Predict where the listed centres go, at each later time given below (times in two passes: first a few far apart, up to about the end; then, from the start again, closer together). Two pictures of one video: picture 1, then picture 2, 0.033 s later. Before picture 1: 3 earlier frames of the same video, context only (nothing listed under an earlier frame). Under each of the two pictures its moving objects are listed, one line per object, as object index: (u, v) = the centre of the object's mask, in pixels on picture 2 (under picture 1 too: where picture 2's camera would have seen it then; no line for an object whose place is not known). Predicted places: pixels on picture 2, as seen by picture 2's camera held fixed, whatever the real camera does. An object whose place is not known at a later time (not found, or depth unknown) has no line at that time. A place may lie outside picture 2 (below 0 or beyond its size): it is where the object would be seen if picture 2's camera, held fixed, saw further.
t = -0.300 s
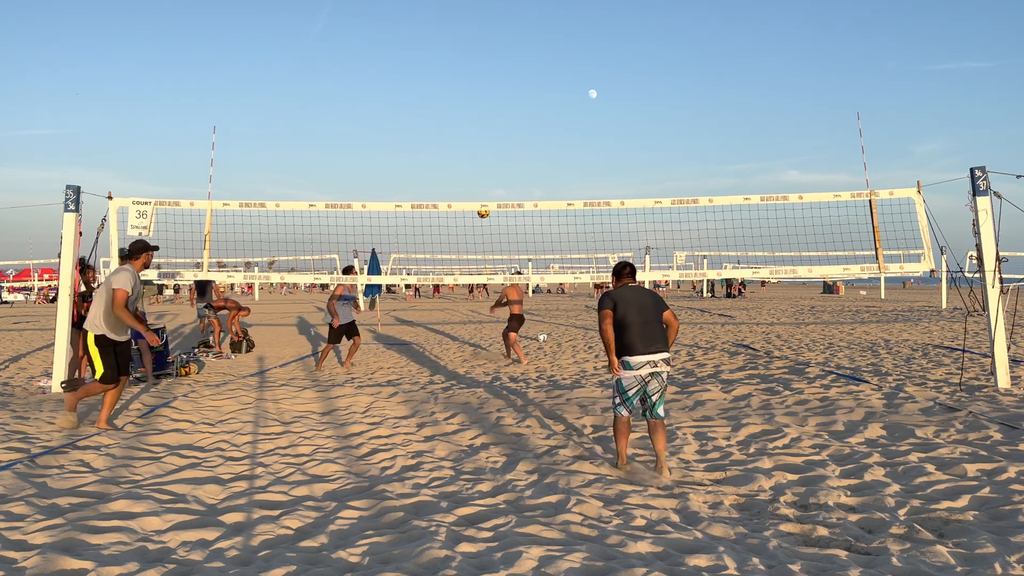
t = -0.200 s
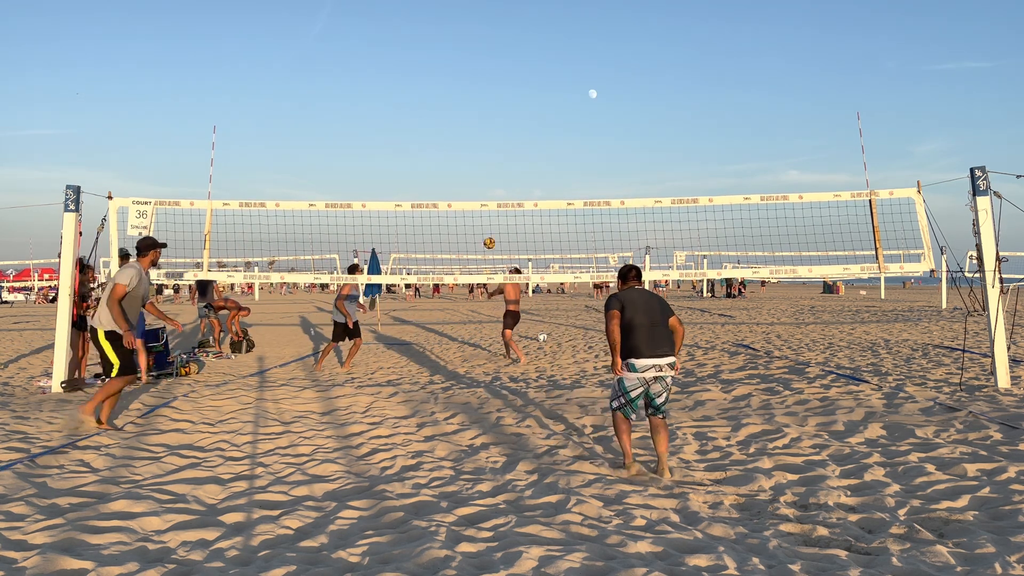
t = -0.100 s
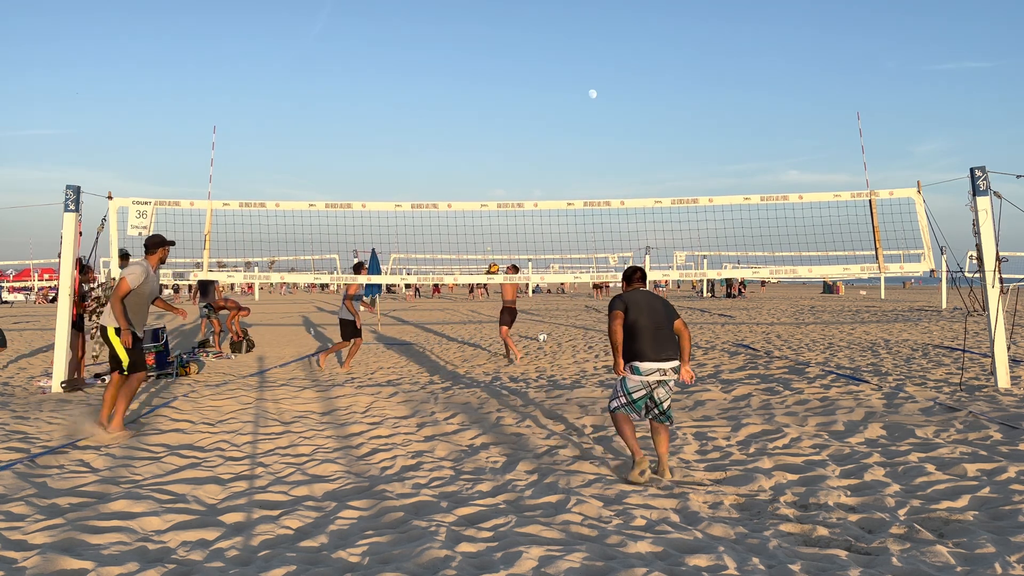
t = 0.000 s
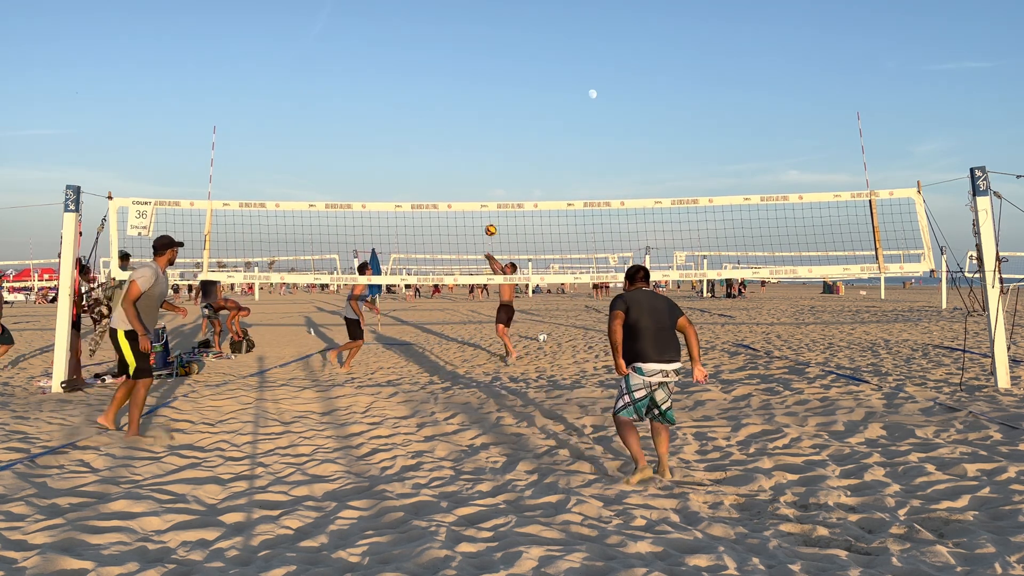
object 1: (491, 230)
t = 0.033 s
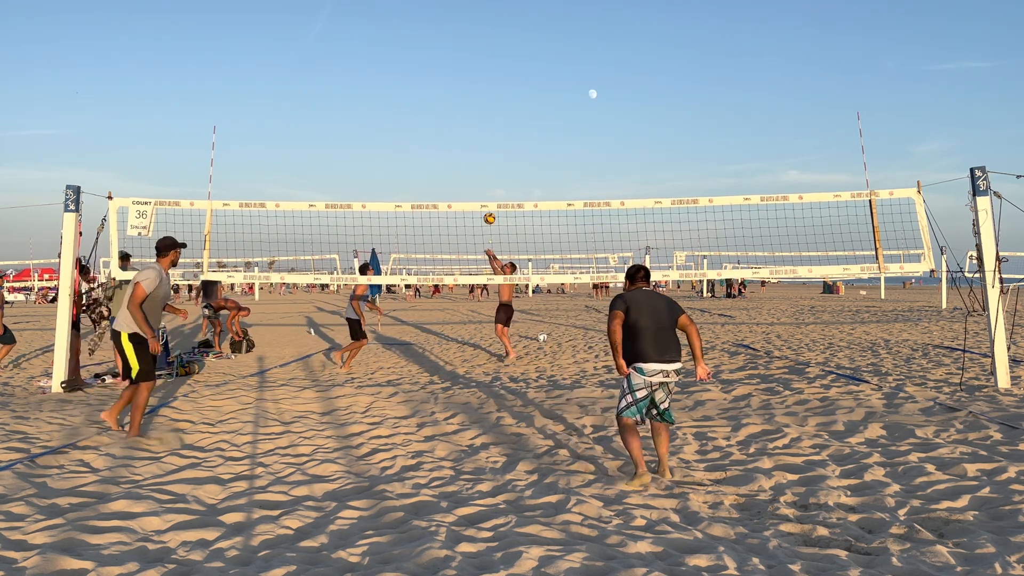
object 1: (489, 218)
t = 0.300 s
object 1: (478, 142)
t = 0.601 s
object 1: (459, 103)
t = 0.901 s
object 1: (435, 120)
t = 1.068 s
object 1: (419, 158)
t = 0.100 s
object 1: (487, 196)
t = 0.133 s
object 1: (486, 186)
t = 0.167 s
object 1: (484, 176)
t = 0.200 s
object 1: (483, 166)
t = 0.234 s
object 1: (481, 158)
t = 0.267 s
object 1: (480, 150)
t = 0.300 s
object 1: (478, 142)
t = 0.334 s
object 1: (476, 135)
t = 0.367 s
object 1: (474, 129)
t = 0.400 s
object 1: (472, 123)
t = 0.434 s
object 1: (470, 118)
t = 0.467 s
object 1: (468, 114)
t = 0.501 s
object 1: (466, 110)
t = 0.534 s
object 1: (464, 107)
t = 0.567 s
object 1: (461, 105)
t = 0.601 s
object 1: (459, 103)
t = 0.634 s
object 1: (457, 102)
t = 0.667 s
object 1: (454, 101)
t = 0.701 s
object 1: (452, 102)
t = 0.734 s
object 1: (449, 103)
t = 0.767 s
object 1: (446, 105)
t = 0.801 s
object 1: (444, 107)
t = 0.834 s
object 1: (440, 111)
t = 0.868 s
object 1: (438, 115)
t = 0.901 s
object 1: (435, 120)
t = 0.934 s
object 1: (432, 126)
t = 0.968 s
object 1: (429, 133)
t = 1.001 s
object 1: (425, 140)
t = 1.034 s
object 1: (422, 149)
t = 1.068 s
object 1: (419, 158)
